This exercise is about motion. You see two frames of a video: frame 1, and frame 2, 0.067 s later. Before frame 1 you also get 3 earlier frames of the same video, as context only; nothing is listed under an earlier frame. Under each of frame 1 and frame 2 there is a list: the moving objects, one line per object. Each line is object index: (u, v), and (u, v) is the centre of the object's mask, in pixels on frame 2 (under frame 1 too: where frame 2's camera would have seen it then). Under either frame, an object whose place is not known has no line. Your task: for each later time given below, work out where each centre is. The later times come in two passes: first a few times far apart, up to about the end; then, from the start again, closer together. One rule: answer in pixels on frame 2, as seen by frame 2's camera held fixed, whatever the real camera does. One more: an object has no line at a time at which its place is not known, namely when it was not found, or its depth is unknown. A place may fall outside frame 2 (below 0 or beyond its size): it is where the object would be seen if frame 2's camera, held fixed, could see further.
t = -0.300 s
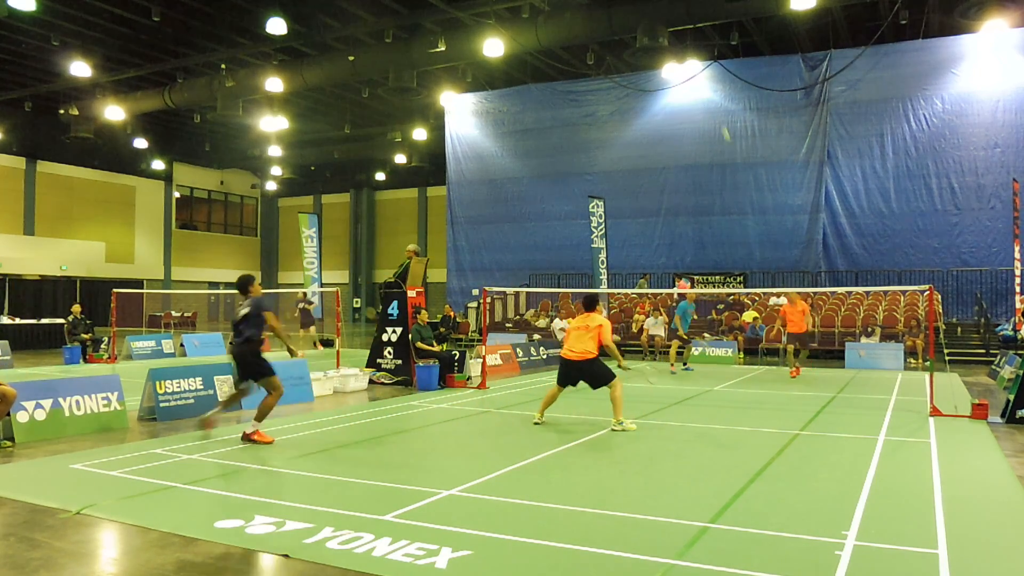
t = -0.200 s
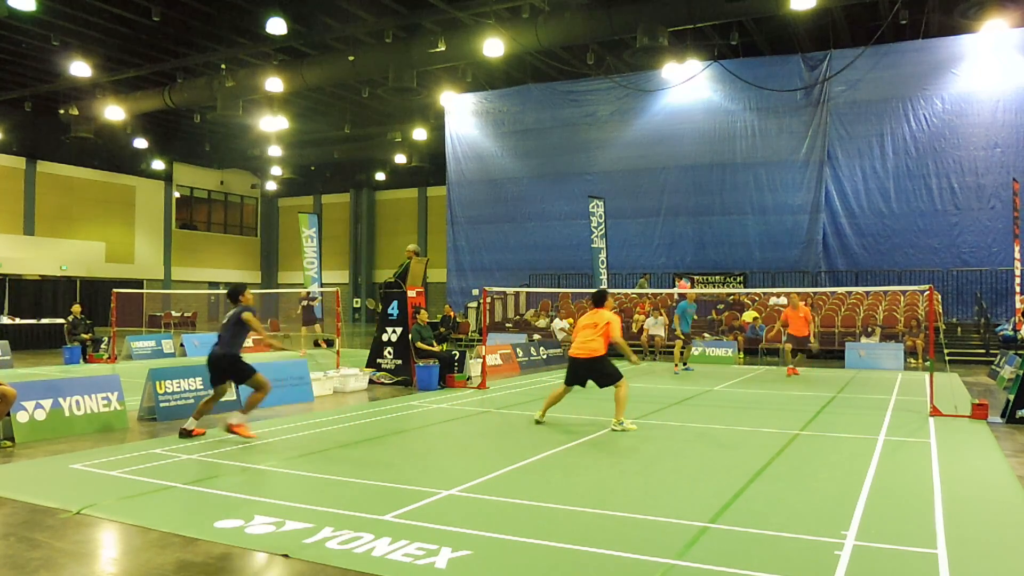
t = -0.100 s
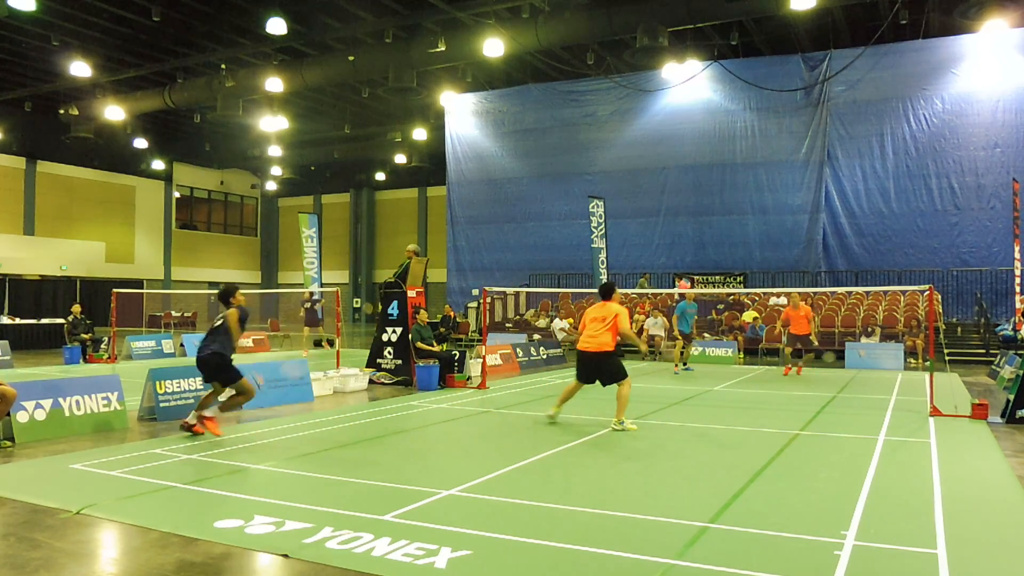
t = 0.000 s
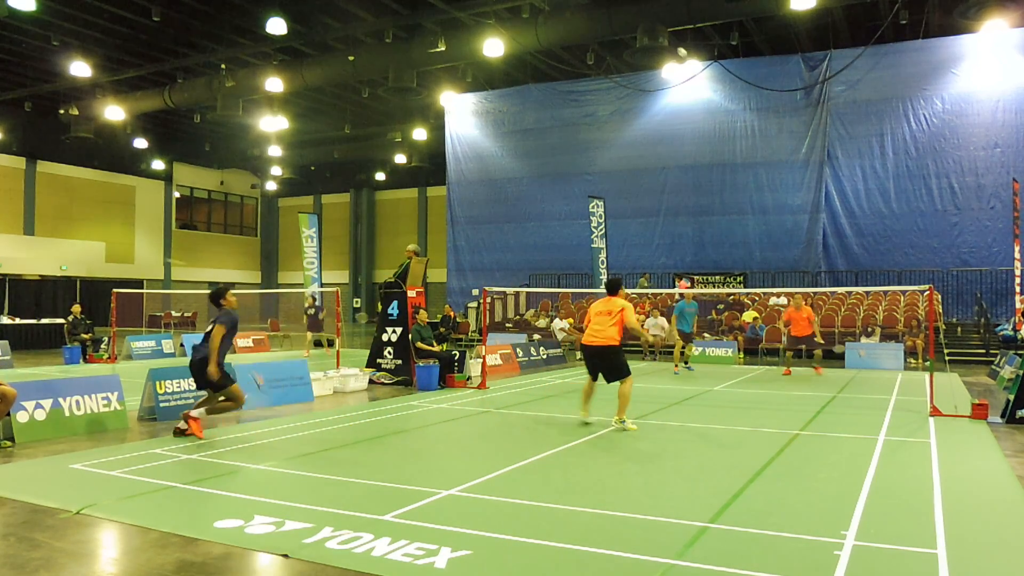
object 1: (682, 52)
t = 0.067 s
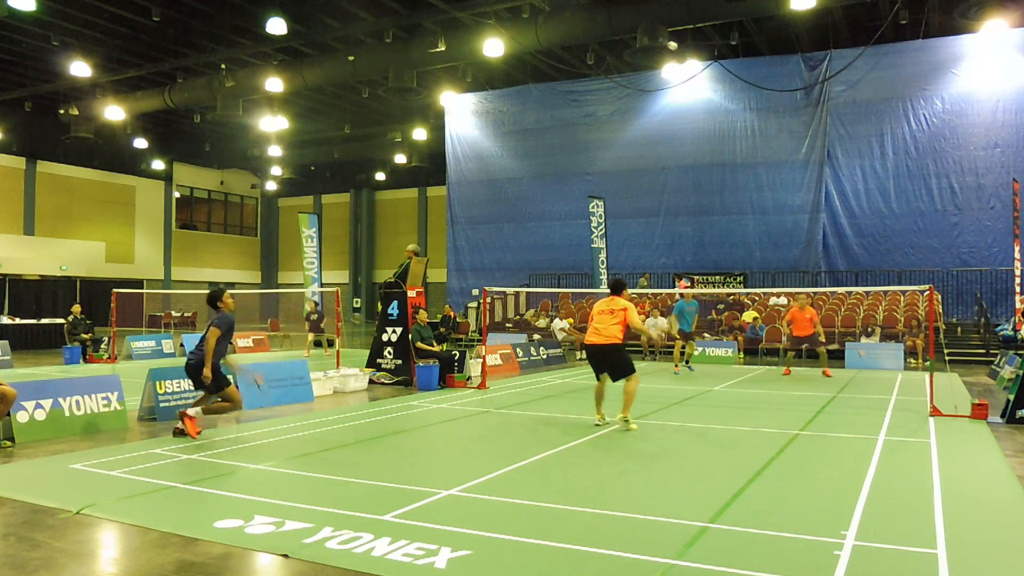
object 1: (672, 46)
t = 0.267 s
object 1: (641, 52)
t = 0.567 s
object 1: (593, 145)
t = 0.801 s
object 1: (557, 290)
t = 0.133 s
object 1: (662, 43)
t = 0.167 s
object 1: (657, 43)
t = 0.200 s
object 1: (652, 45)
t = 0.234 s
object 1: (647, 48)
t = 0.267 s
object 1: (641, 52)
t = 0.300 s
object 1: (636, 57)
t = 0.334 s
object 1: (631, 63)
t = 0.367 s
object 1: (625, 71)
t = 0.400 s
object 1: (620, 80)
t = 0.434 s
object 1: (614, 91)
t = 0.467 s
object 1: (609, 102)
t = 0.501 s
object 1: (603, 116)
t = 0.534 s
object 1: (598, 130)
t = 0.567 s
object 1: (593, 145)
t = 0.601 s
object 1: (588, 163)
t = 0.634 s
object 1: (583, 180)
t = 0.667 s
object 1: (577, 199)
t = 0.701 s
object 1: (572, 220)
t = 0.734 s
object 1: (567, 242)
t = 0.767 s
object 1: (562, 264)
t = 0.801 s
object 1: (557, 290)
